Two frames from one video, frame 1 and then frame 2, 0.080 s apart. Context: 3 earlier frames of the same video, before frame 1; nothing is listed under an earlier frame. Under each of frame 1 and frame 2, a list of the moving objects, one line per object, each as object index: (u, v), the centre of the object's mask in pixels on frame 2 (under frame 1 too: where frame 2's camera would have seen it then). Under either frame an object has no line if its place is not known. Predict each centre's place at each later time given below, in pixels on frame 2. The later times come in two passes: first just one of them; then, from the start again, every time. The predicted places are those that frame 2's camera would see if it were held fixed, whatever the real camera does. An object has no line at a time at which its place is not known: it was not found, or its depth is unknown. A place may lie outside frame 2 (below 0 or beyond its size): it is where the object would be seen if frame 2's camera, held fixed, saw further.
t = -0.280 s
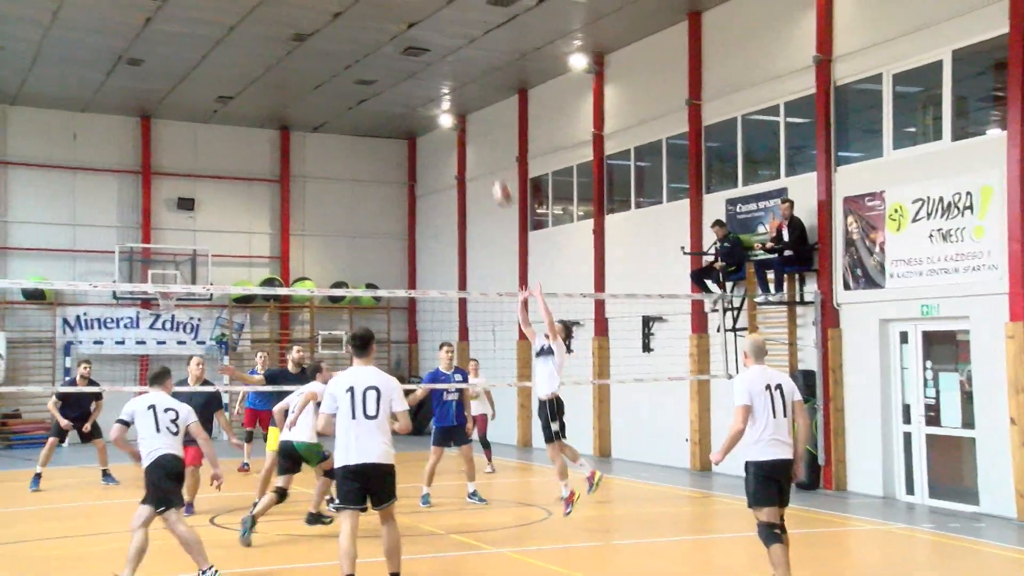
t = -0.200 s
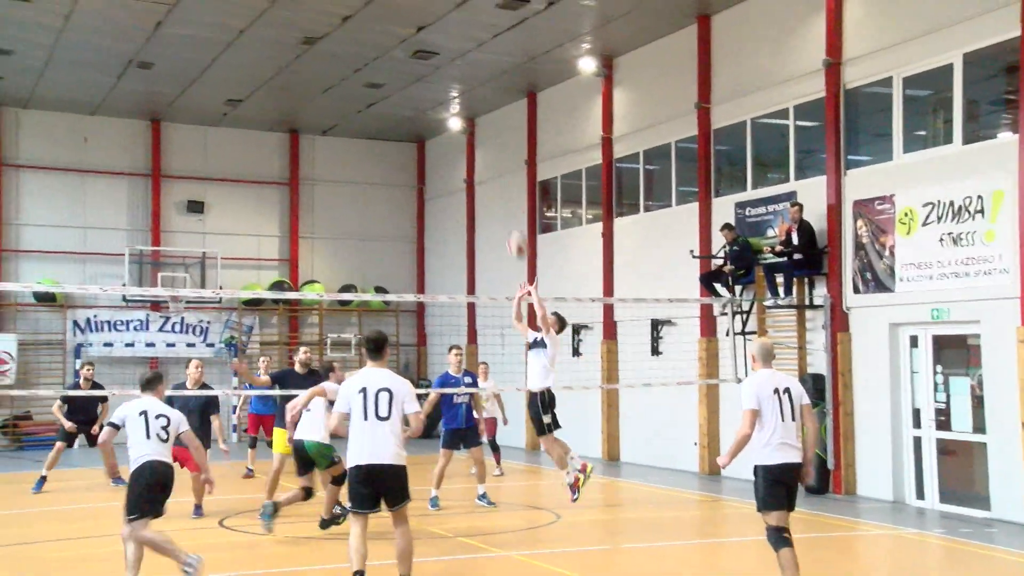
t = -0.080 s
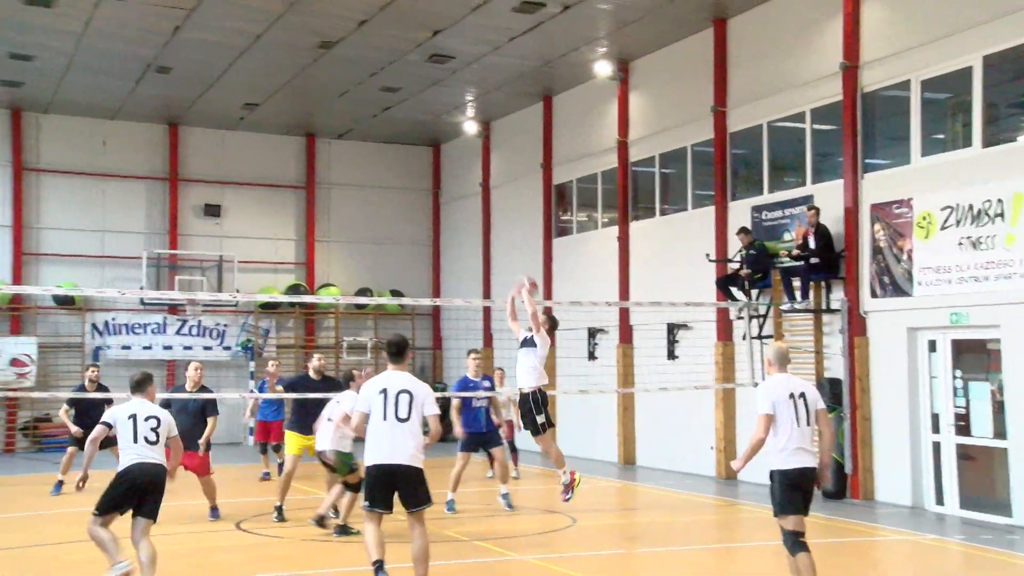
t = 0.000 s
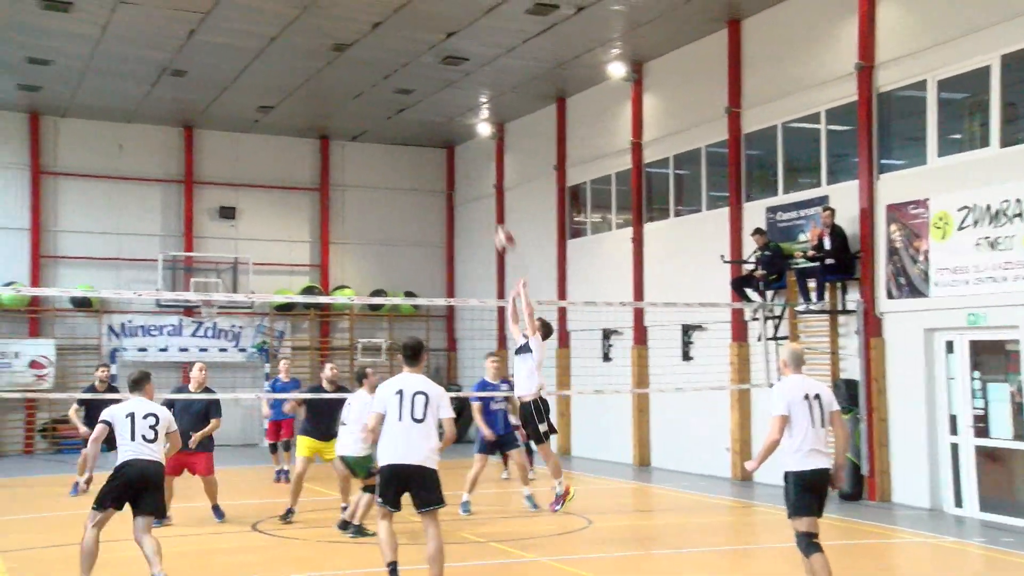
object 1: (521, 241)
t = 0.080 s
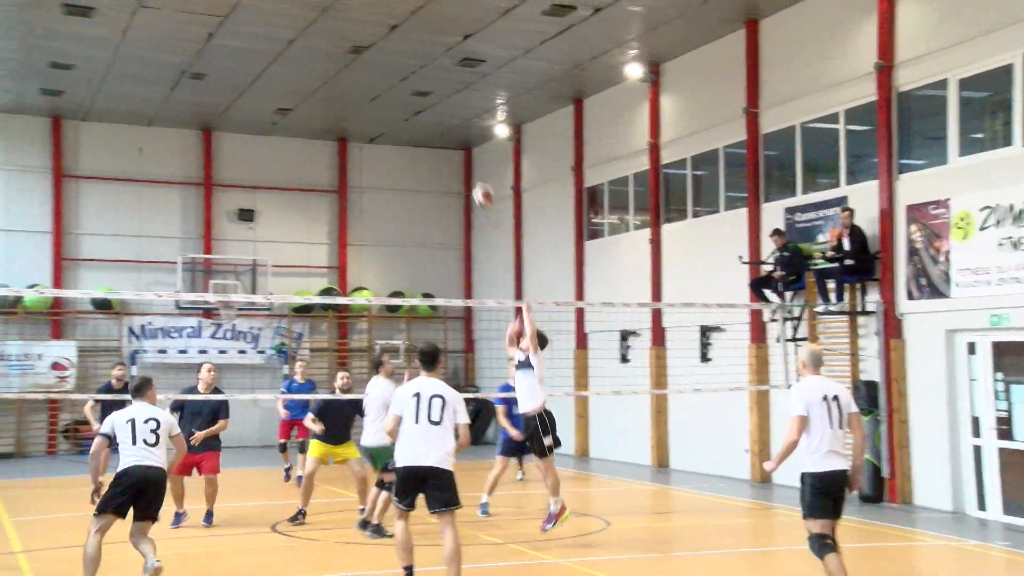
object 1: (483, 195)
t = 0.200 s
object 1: (427, 140)
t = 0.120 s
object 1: (464, 175)
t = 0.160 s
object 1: (446, 157)
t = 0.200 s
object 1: (427, 140)
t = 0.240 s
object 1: (408, 126)
